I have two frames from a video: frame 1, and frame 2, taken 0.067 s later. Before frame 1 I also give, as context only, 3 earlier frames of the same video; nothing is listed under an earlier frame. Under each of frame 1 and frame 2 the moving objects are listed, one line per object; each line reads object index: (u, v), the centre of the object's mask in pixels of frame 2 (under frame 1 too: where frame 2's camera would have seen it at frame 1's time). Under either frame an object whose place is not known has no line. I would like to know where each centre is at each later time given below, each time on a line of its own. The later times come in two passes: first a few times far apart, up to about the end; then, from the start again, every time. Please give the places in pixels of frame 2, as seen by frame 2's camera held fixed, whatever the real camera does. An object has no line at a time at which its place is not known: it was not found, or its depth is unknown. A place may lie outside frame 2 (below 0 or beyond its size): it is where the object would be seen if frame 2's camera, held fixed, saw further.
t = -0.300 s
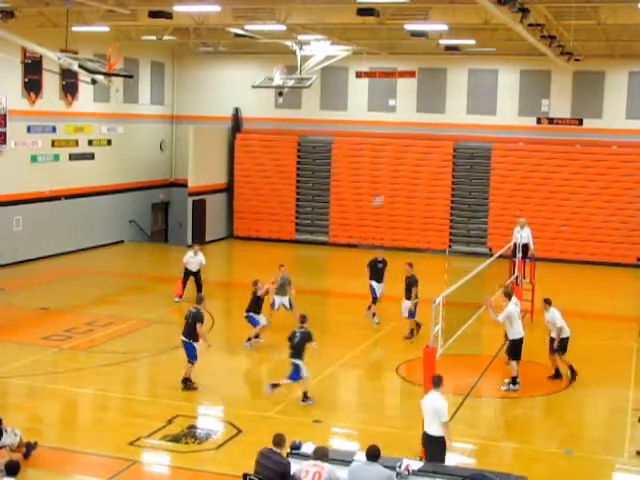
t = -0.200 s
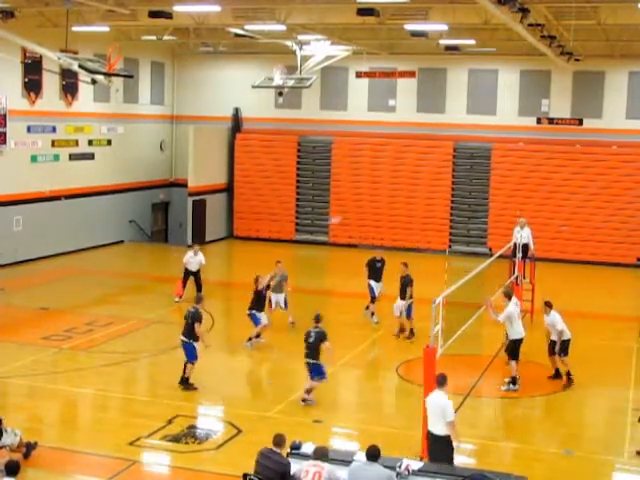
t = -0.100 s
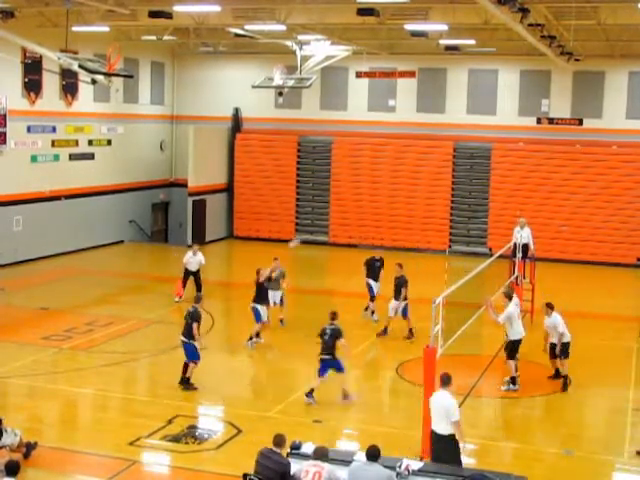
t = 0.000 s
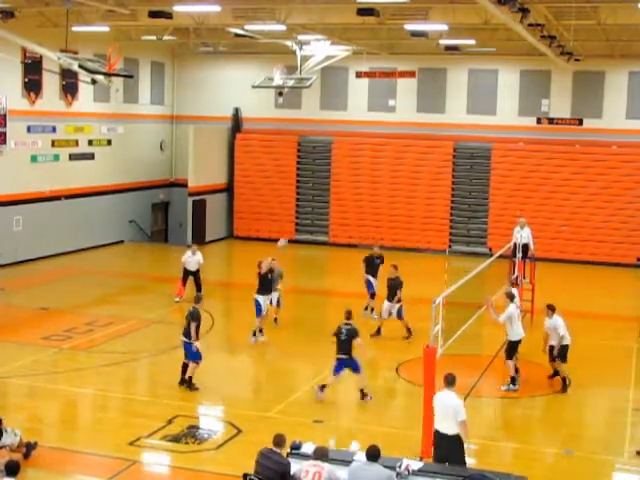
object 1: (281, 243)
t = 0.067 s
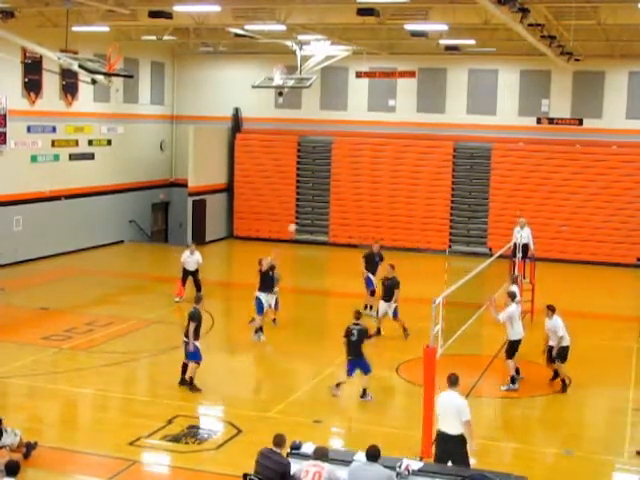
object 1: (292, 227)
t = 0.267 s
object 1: (322, 196)
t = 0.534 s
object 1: (362, 180)
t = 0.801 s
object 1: (402, 198)
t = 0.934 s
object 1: (421, 218)
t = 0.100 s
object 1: (297, 221)
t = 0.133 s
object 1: (302, 215)
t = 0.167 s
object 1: (307, 209)
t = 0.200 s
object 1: (312, 205)
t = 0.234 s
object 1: (317, 200)
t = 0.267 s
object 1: (322, 196)
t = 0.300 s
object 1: (326, 192)
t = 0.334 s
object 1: (331, 188)
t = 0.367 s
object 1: (338, 186)
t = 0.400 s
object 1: (342, 183)
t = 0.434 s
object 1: (347, 181)
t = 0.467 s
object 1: (354, 181)
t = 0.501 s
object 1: (357, 180)
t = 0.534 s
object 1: (362, 180)
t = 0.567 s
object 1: (367, 180)
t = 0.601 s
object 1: (372, 180)
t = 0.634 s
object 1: (378, 182)
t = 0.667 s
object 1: (381, 184)
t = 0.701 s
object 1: (388, 187)
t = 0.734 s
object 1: (392, 190)
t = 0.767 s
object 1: (396, 194)
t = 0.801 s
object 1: (402, 198)
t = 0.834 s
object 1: (407, 203)
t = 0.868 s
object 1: (411, 207)
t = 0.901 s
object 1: (417, 212)
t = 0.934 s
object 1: (421, 218)
